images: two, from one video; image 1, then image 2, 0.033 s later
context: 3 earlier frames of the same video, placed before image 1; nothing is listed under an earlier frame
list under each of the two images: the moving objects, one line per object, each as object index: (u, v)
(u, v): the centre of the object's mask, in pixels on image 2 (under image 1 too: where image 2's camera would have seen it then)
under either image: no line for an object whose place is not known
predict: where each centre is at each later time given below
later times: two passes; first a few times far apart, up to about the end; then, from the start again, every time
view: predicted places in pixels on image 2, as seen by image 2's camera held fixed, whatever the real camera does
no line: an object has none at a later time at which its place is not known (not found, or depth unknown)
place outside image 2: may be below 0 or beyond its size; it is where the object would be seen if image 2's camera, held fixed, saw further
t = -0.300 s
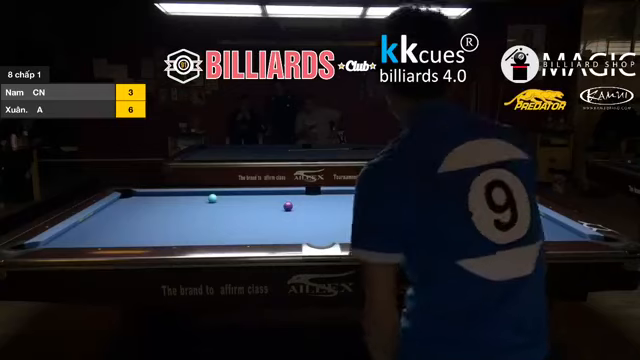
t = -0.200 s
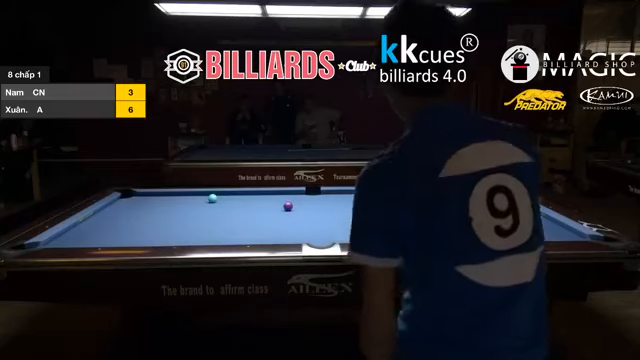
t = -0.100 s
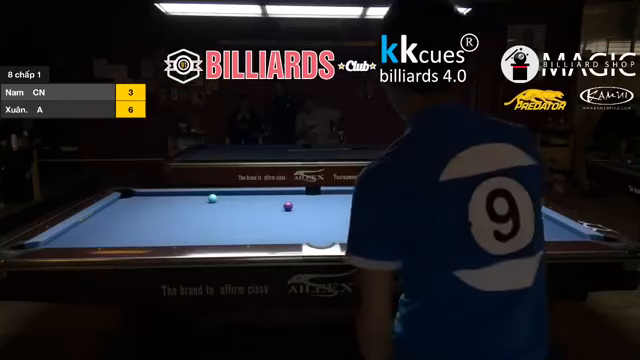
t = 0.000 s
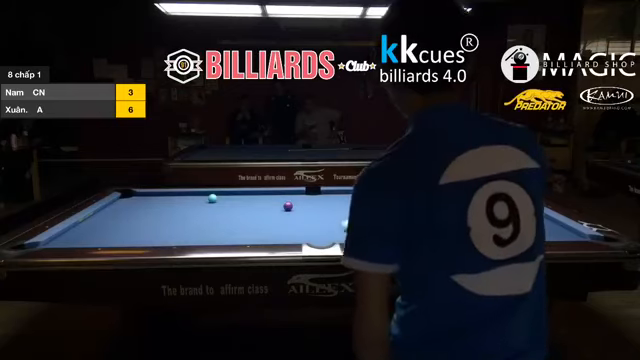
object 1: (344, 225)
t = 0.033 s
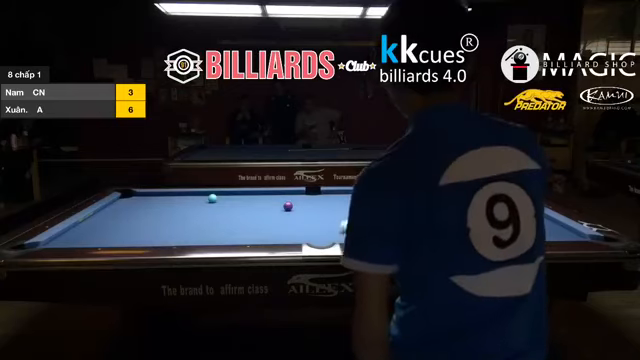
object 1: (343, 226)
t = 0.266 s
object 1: (330, 232)
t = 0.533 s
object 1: (313, 236)
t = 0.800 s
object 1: (295, 238)
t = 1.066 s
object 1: (285, 237)
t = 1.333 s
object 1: (275, 236)
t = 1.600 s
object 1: (267, 235)
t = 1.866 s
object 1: (260, 233)
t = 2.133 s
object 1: (254, 232)
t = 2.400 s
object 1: (249, 230)
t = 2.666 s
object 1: (245, 230)
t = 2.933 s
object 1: (241, 229)
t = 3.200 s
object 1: (238, 228)
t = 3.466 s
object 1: (237, 228)
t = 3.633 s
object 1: (236, 228)
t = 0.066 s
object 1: (342, 227)
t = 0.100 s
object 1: (340, 228)
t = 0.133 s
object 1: (338, 229)
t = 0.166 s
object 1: (337, 230)
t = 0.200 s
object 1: (335, 230)
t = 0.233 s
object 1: (334, 231)
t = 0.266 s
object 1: (330, 232)
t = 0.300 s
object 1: (328, 232)
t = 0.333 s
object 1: (326, 233)
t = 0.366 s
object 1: (324, 234)
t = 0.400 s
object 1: (321, 234)
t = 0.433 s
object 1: (319, 235)
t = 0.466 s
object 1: (317, 236)
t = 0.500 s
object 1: (315, 236)
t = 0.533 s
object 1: (313, 236)
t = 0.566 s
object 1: (310, 237)
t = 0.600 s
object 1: (308, 236)
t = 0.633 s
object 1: (306, 236)
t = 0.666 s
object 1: (303, 237)
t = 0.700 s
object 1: (301, 238)
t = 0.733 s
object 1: (298, 238)
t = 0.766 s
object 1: (297, 238)
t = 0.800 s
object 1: (295, 238)
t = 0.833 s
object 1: (294, 238)
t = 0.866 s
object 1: (294, 238)
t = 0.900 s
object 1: (292, 237)
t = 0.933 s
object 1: (291, 237)
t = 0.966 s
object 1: (288, 237)
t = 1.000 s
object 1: (287, 237)
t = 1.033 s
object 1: (286, 237)
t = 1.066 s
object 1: (285, 237)
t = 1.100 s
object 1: (283, 237)
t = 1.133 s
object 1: (282, 237)
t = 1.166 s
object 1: (281, 237)
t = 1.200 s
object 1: (280, 236)
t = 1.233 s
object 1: (279, 236)
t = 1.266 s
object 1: (278, 236)
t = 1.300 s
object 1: (277, 236)
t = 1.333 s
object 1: (275, 236)
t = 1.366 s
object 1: (274, 235)
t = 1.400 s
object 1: (273, 235)
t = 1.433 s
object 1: (272, 235)
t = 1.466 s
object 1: (272, 236)
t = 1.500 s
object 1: (270, 235)
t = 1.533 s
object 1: (269, 235)
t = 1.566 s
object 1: (268, 235)
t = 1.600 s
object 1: (267, 235)
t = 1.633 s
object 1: (266, 235)
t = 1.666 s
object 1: (265, 235)
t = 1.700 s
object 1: (264, 234)
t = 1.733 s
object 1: (263, 234)
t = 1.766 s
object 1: (262, 234)
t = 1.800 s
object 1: (261, 234)
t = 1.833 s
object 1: (261, 233)
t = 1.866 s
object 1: (260, 233)
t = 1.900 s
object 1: (259, 233)
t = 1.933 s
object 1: (258, 233)
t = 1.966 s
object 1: (257, 233)
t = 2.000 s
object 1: (257, 233)
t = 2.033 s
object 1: (256, 232)
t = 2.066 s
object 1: (255, 232)
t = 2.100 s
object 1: (255, 232)
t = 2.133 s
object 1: (254, 232)
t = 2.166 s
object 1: (253, 231)
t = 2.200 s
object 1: (252, 231)
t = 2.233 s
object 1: (252, 231)
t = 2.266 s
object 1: (251, 231)
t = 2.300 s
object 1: (251, 231)
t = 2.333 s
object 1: (250, 231)
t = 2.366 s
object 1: (250, 231)
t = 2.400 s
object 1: (249, 230)
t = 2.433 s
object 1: (248, 230)
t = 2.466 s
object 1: (248, 230)
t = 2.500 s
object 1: (247, 230)
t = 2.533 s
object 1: (246, 230)
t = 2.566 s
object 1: (246, 230)
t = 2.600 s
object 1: (245, 230)
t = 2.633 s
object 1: (245, 230)
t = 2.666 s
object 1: (245, 230)
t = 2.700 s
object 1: (244, 230)
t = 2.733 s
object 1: (244, 229)
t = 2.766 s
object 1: (243, 229)
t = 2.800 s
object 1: (243, 229)
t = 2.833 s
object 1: (243, 229)
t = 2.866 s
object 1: (242, 229)
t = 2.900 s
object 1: (242, 229)
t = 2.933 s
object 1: (241, 229)
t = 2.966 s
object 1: (241, 229)
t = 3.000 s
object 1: (241, 229)
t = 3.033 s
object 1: (240, 229)
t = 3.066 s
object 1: (240, 228)
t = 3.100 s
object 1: (240, 228)
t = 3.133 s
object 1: (239, 228)
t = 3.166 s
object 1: (239, 228)
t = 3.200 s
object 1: (238, 228)
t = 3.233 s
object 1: (238, 228)
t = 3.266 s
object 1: (238, 228)
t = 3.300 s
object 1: (238, 228)
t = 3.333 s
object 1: (238, 228)
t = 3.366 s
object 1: (238, 228)
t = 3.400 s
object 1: (238, 228)
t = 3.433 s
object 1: (237, 228)
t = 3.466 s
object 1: (237, 228)
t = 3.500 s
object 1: (237, 228)
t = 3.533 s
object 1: (237, 228)
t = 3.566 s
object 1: (237, 228)
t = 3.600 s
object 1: (236, 228)
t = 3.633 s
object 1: (236, 228)
